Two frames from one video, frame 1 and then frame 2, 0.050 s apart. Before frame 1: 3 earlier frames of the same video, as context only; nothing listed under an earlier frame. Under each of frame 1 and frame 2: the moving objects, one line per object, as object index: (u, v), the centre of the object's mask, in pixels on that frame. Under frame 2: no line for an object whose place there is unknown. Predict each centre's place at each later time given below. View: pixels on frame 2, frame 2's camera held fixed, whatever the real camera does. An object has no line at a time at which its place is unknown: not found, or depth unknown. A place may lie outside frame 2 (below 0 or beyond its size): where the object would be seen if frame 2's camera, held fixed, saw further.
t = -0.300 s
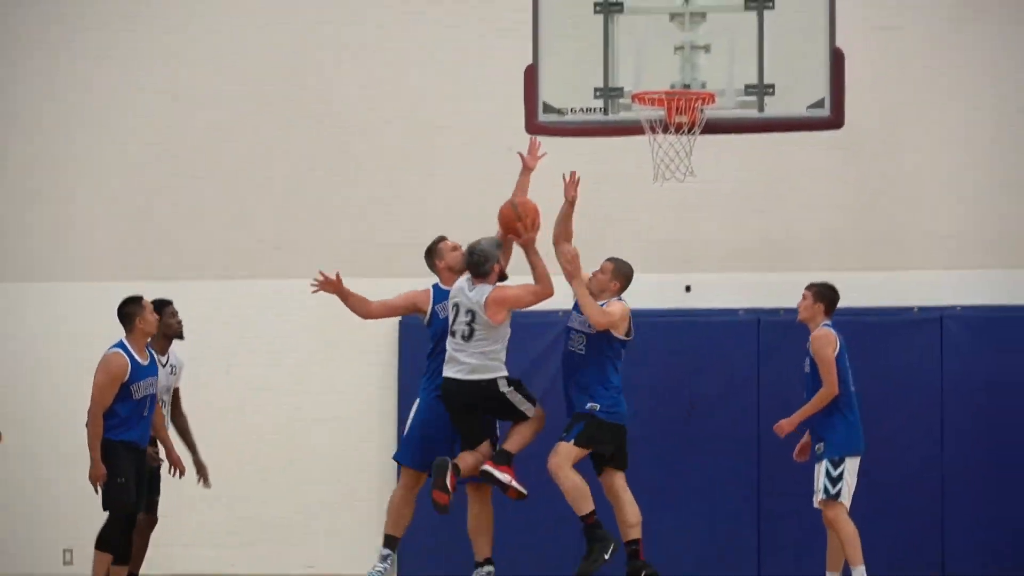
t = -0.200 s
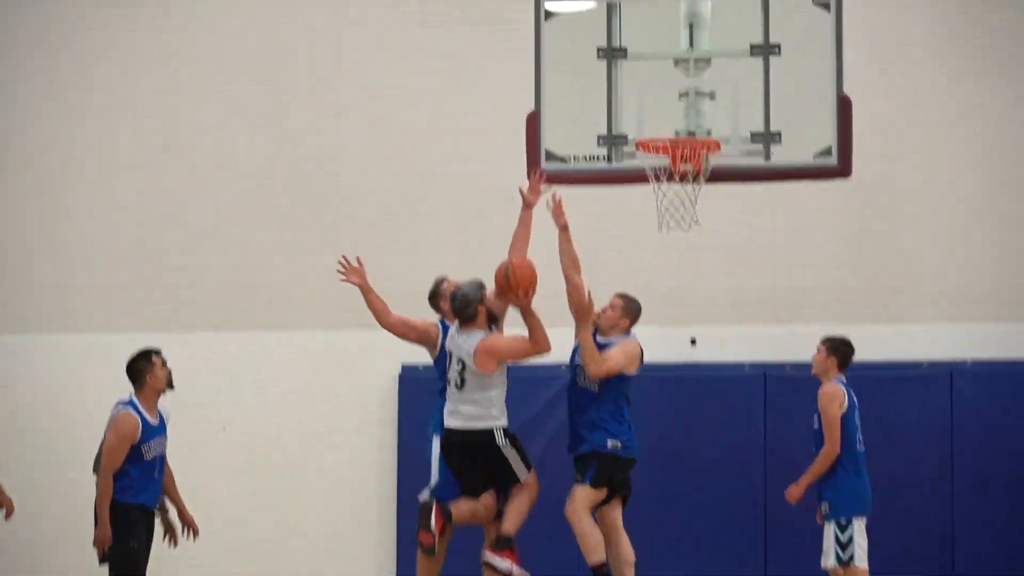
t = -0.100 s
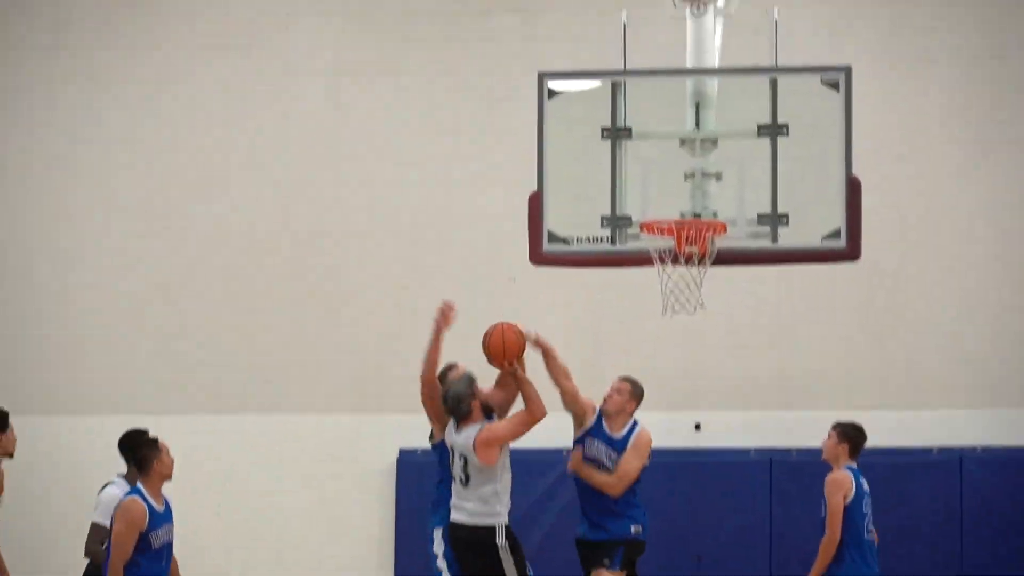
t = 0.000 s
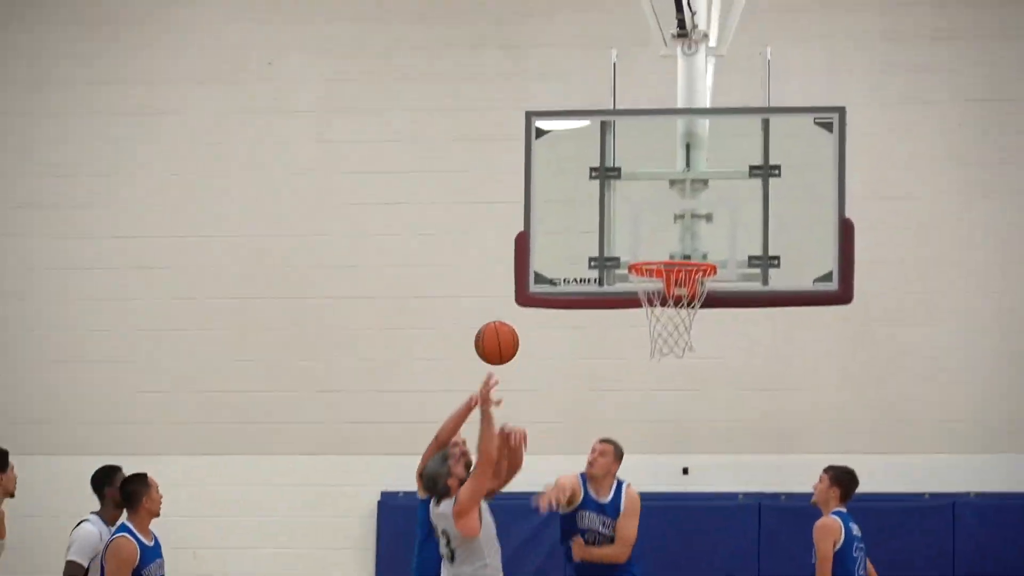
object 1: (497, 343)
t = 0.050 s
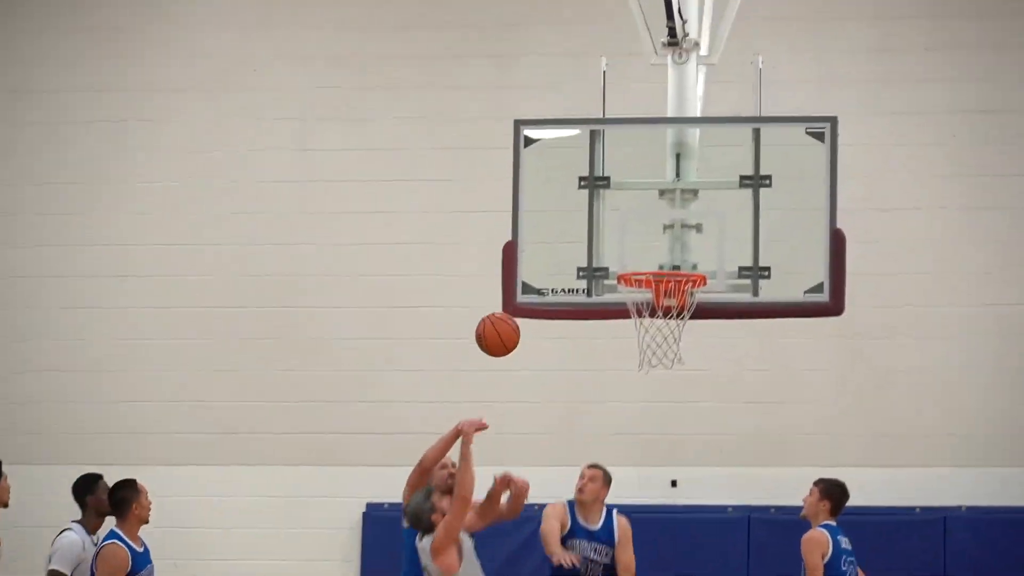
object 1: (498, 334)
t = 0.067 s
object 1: (503, 329)
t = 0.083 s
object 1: (509, 324)
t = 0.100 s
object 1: (513, 320)
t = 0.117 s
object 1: (518, 316)
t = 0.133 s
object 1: (524, 312)
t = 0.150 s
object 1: (528, 308)
